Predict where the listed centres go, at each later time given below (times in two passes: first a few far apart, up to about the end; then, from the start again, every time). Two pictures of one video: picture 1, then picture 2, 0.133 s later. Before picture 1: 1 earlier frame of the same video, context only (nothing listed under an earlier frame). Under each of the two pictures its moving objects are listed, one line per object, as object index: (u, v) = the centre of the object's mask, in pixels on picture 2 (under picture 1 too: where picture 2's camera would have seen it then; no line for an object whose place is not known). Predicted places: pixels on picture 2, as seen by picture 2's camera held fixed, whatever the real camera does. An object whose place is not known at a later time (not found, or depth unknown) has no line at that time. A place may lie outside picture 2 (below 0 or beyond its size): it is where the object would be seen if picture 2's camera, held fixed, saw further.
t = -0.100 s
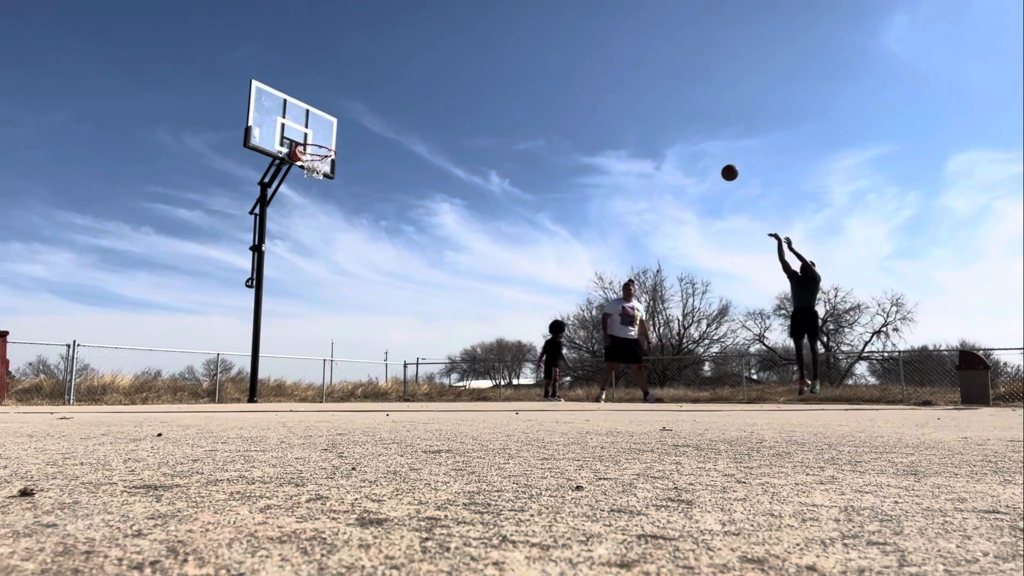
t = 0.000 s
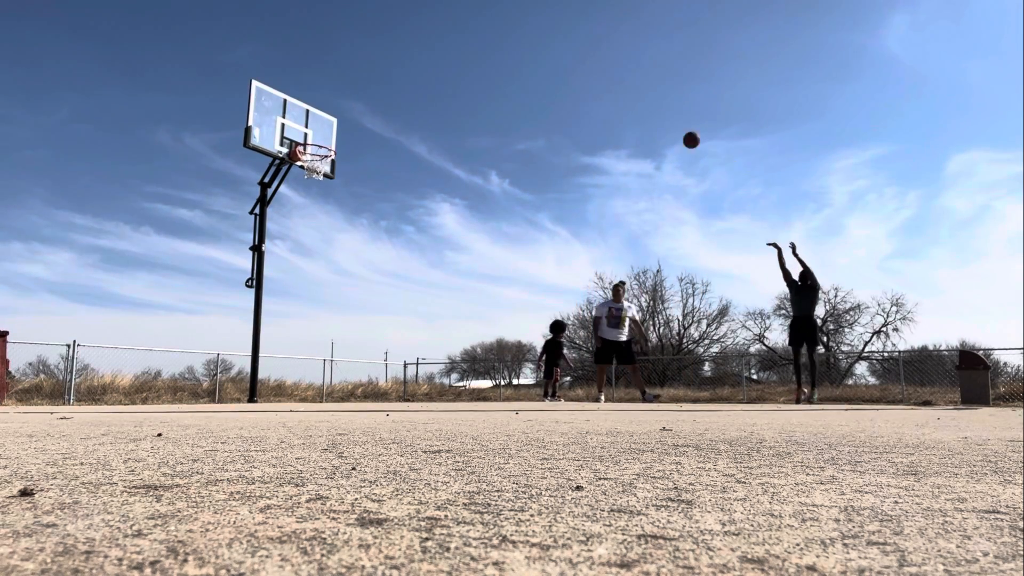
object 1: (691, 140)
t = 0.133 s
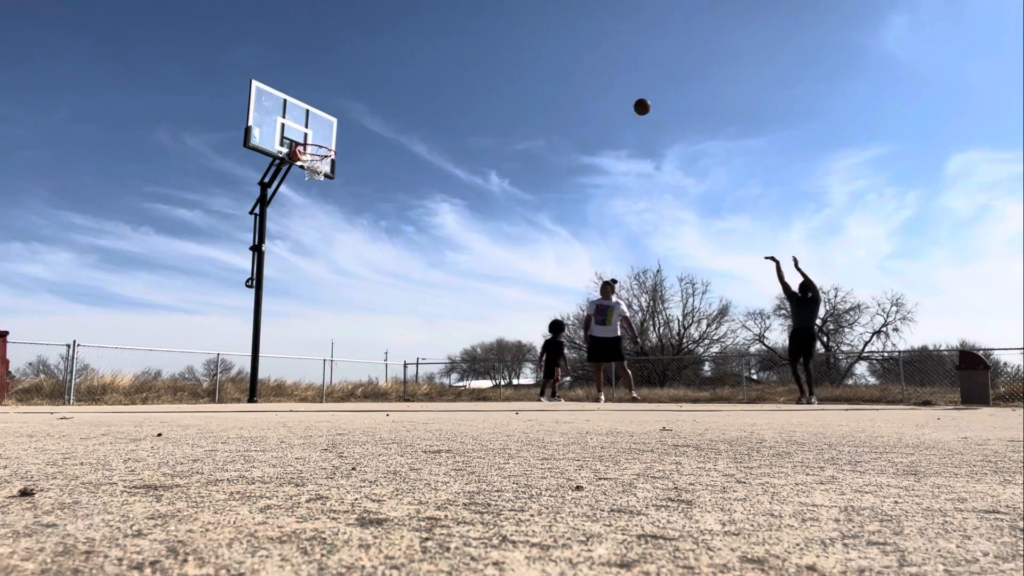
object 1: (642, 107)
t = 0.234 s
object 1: (604, 89)
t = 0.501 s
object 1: (503, 72)
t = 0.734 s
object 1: (407, 95)
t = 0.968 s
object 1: (305, 159)
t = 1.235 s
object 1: (287, 192)
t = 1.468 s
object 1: (276, 266)
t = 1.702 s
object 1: (258, 393)
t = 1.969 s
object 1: (295, 279)
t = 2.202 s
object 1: (323, 230)
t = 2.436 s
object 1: (350, 229)
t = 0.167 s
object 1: (630, 100)
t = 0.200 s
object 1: (617, 95)
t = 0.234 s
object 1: (604, 89)
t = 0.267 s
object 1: (591, 85)
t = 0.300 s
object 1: (579, 81)
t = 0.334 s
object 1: (566, 78)
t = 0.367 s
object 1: (553, 75)
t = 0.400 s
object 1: (541, 73)
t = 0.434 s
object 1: (528, 72)
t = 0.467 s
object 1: (515, 71)
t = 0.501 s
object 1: (503, 72)
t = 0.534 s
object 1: (489, 73)
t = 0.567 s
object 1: (476, 75)
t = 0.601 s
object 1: (463, 78)
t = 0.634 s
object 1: (449, 81)
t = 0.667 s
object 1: (435, 85)
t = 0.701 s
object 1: (421, 90)
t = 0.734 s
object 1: (407, 95)
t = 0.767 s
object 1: (393, 101)
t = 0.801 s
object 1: (379, 109)
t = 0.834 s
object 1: (365, 117)
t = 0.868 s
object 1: (350, 126)
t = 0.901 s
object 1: (335, 136)
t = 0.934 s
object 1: (319, 147)
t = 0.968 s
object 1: (305, 159)
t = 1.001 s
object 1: (296, 166)
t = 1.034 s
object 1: (293, 166)
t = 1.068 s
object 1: (293, 167)
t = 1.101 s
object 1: (292, 170)
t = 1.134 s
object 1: (291, 176)
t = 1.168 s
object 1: (289, 181)
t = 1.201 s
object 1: (288, 186)
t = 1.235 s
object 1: (287, 192)
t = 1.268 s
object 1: (286, 200)
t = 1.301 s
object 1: (285, 209)
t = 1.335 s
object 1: (282, 219)
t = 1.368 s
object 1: (281, 229)
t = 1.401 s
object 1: (279, 240)
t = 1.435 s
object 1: (278, 252)
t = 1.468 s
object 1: (276, 266)
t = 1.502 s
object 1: (274, 281)
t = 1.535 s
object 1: (272, 297)
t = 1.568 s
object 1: (269, 313)
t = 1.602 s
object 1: (267, 331)
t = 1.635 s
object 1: (265, 350)
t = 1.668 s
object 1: (264, 371)
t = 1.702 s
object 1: (258, 393)
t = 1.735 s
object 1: (263, 379)
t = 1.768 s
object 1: (268, 362)
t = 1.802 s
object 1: (272, 345)
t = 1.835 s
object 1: (277, 330)
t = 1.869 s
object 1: (281, 316)
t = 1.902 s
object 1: (286, 302)
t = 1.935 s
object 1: (290, 290)
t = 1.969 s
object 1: (295, 279)
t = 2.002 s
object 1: (299, 269)
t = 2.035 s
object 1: (303, 260)
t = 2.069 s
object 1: (307, 252)
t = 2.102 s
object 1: (311, 245)
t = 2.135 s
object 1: (315, 239)
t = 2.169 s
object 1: (319, 234)
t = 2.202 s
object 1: (323, 230)
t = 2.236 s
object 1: (327, 227)
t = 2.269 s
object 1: (331, 225)
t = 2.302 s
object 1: (335, 224)
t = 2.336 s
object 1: (338, 223)
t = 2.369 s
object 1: (342, 224)
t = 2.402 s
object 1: (346, 226)
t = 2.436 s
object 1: (350, 229)
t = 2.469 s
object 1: (353, 233)
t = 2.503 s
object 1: (357, 238)
